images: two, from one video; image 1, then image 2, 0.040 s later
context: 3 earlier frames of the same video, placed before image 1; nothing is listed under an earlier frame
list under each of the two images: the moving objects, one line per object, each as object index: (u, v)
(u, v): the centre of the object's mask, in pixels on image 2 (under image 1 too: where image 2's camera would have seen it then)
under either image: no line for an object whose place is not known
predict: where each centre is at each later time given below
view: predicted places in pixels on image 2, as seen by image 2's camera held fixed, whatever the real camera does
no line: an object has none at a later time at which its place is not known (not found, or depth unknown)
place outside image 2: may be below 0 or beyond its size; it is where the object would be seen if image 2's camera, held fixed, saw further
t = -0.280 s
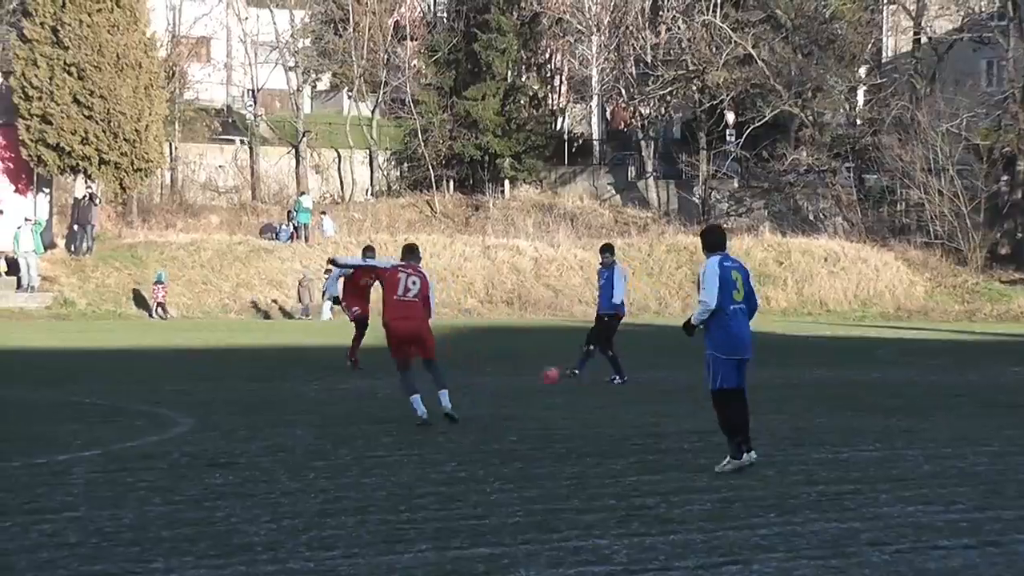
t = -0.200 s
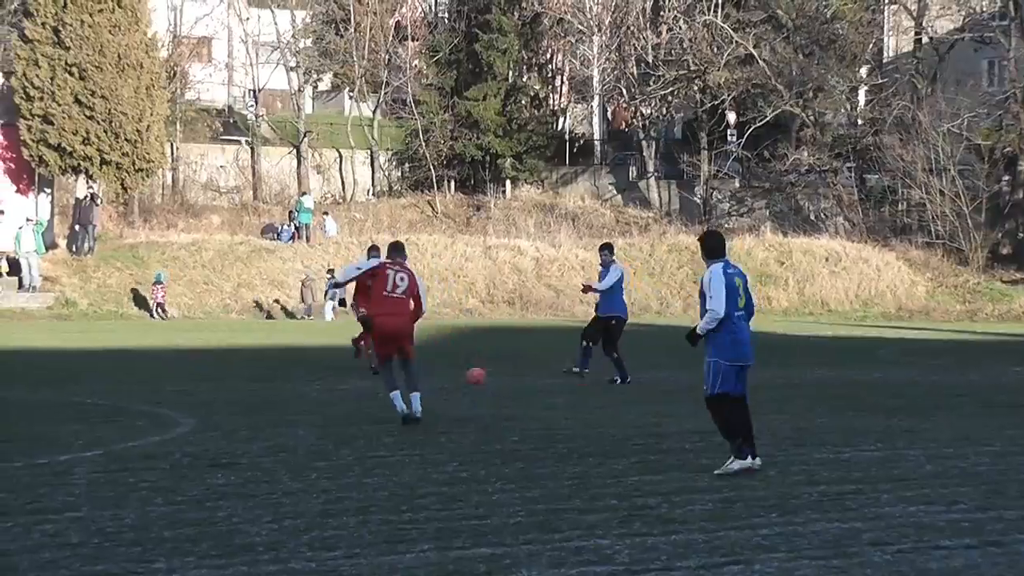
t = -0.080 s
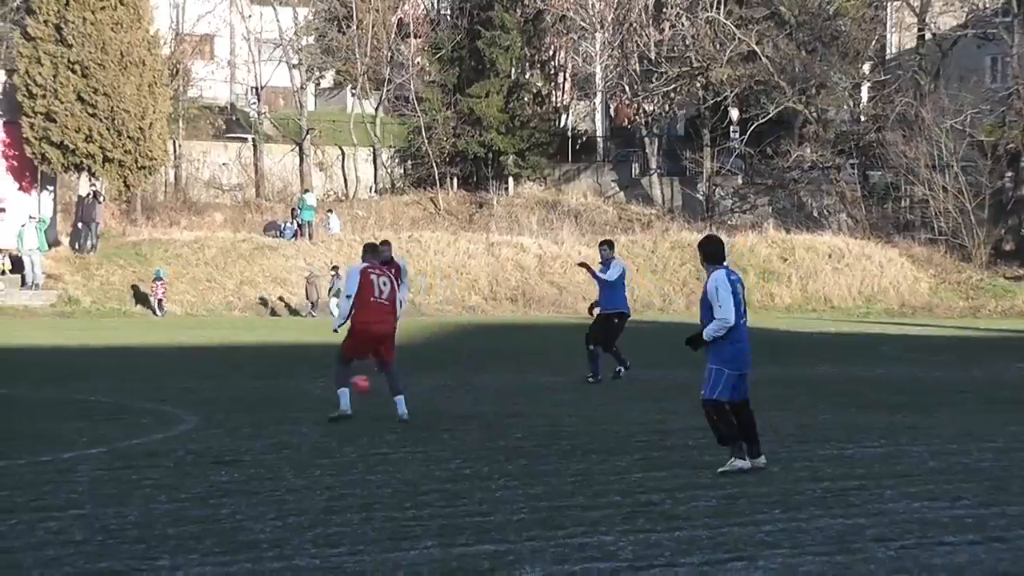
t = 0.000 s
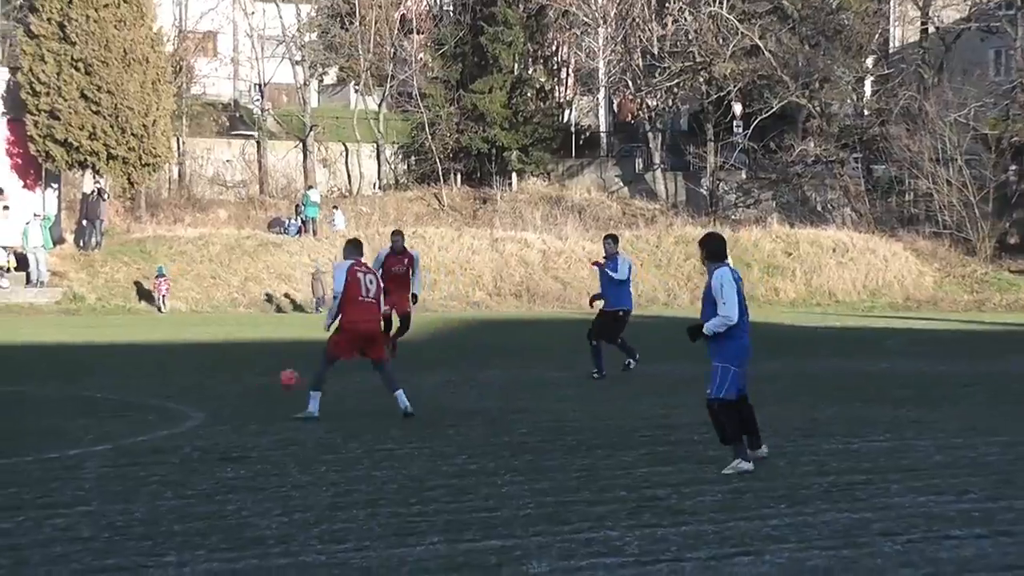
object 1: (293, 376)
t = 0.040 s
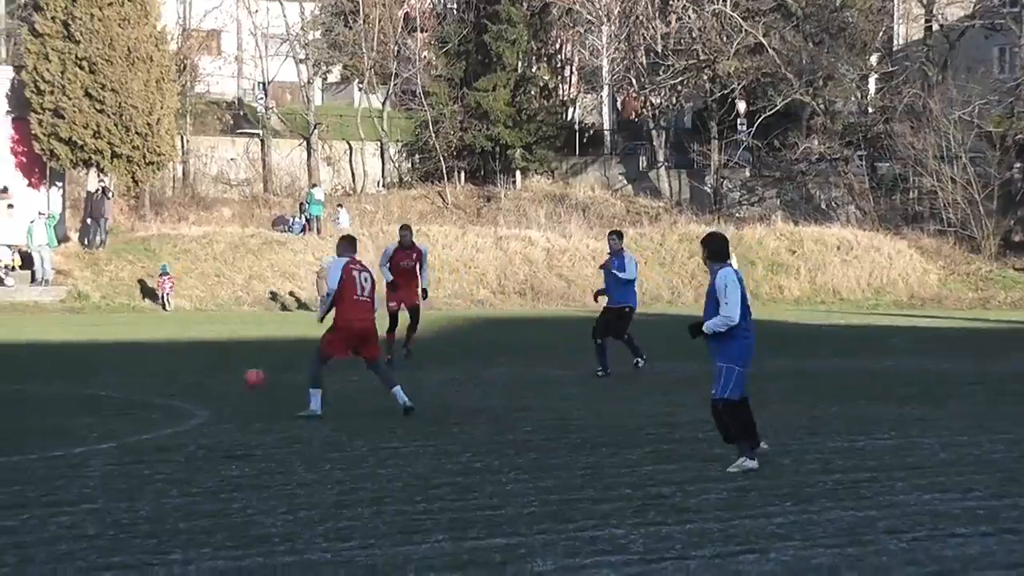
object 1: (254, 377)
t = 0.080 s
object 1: (214, 381)
